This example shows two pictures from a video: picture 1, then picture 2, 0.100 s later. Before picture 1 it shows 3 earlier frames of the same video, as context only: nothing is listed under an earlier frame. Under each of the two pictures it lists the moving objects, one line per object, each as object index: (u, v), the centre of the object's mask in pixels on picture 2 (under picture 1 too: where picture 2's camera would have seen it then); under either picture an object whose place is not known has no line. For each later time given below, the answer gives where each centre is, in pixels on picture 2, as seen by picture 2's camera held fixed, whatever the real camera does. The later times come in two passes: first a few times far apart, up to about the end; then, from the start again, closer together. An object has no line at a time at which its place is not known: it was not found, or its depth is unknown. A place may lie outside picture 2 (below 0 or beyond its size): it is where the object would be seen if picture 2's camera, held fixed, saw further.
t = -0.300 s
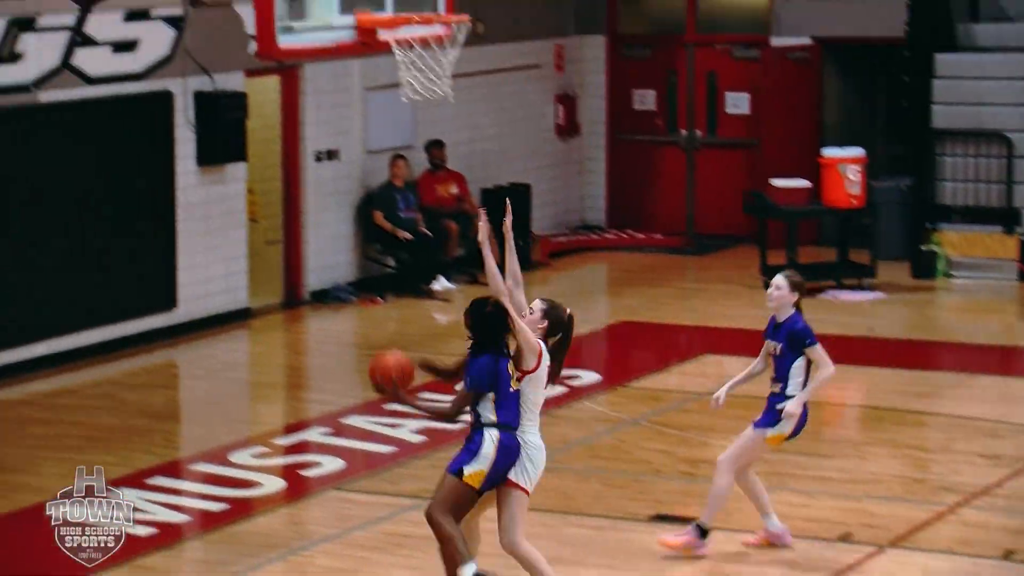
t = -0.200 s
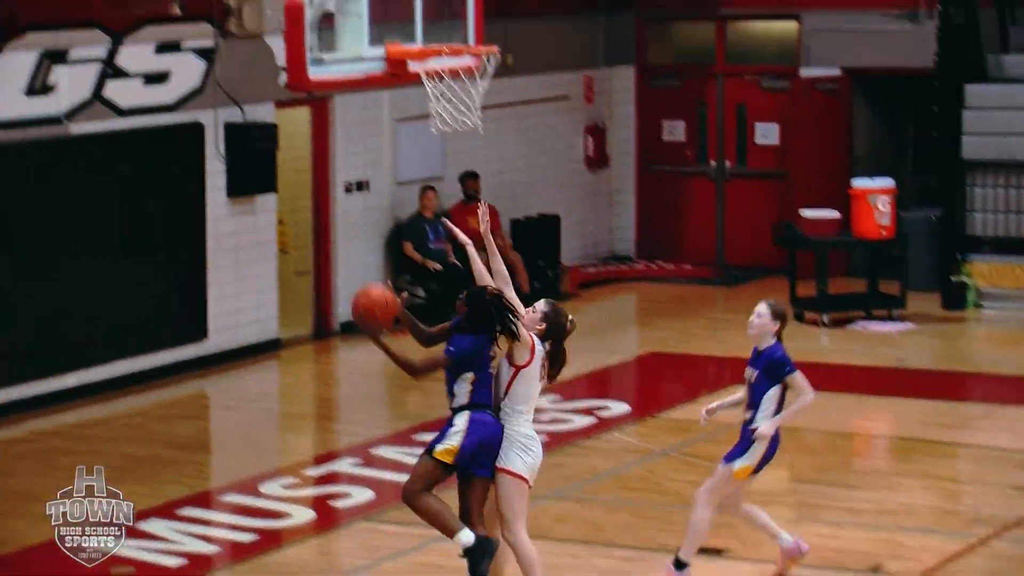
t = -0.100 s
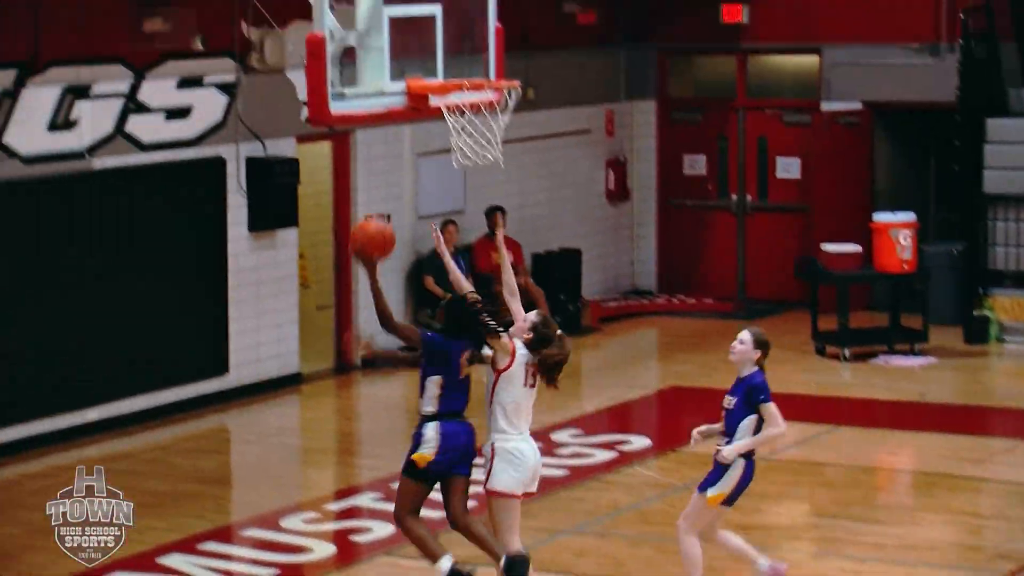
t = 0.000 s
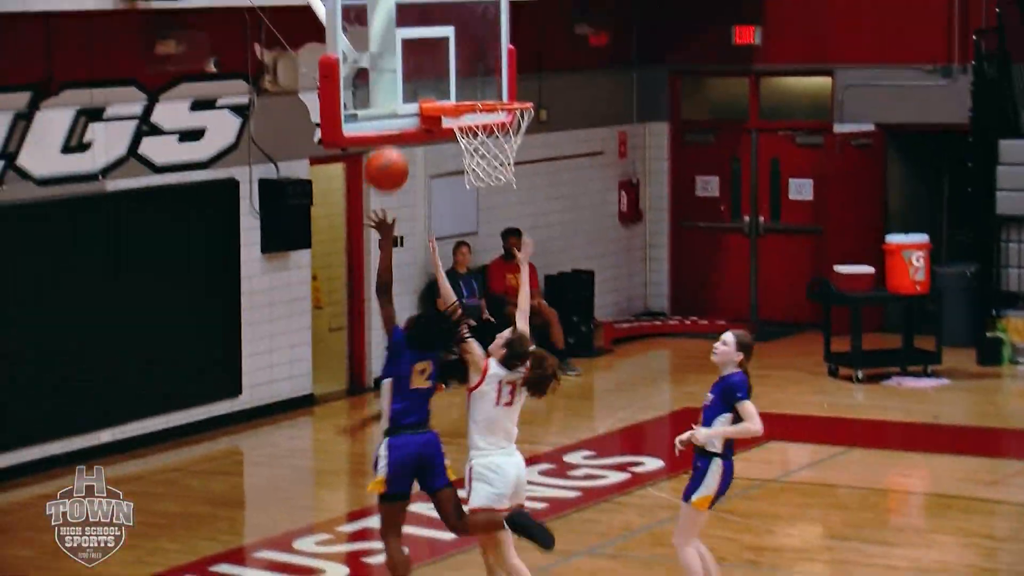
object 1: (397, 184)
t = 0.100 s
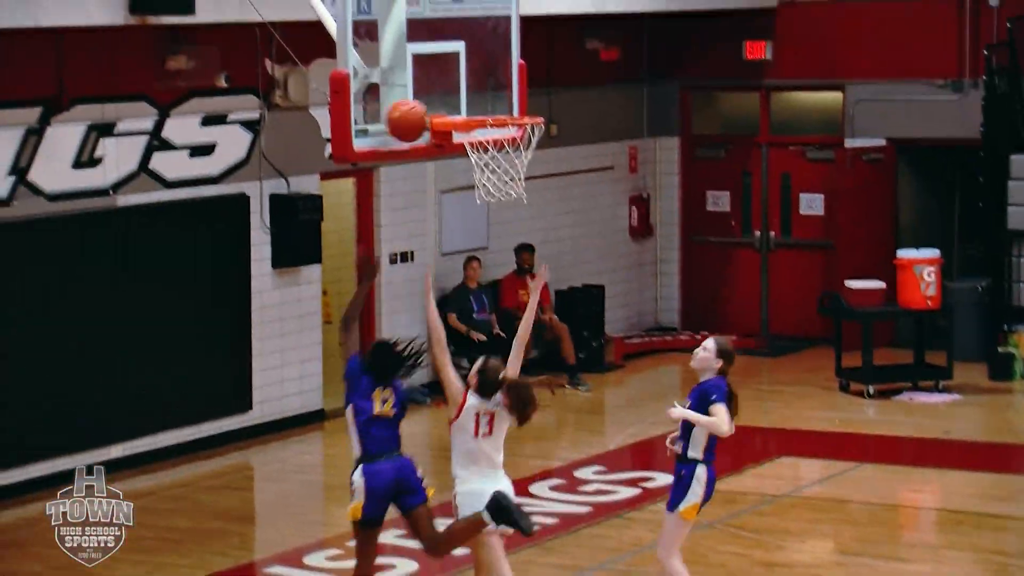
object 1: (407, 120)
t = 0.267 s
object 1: (465, 87)
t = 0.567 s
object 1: (486, 124)
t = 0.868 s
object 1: (526, 228)
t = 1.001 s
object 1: (543, 310)
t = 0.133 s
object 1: (419, 109)
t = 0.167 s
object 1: (431, 101)
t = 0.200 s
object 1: (441, 94)
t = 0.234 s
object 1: (453, 89)
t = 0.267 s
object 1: (465, 87)
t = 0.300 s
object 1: (477, 86)
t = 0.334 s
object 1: (488, 88)
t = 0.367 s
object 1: (498, 91)
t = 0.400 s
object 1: (511, 97)
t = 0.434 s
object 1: (522, 102)
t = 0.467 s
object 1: (520, 105)
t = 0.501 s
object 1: (508, 107)
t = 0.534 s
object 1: (495, 109)
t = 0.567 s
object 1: (486, 124)
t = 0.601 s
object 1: (481, 132)
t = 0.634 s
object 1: (486, 141)
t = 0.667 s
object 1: (493, 146)
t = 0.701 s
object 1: (499, 156)
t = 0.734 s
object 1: (505, 170)
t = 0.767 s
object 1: (511, 184)
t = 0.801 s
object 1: (517, 197)
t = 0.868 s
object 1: (526, 228)
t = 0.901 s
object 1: (530, 245)
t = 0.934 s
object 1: (535, 266)
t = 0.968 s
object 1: (538, 290)
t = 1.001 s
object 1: (543, 310)
